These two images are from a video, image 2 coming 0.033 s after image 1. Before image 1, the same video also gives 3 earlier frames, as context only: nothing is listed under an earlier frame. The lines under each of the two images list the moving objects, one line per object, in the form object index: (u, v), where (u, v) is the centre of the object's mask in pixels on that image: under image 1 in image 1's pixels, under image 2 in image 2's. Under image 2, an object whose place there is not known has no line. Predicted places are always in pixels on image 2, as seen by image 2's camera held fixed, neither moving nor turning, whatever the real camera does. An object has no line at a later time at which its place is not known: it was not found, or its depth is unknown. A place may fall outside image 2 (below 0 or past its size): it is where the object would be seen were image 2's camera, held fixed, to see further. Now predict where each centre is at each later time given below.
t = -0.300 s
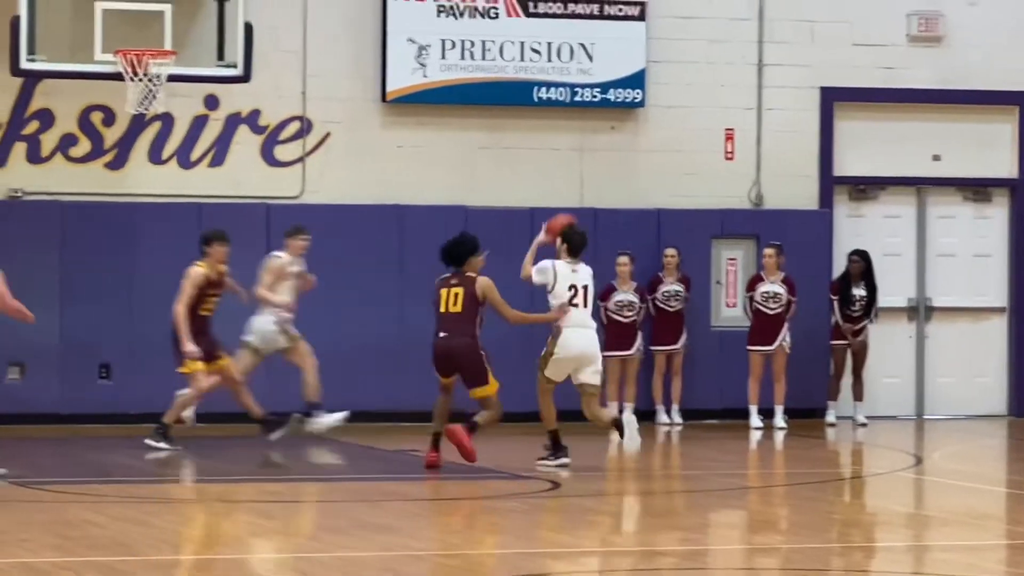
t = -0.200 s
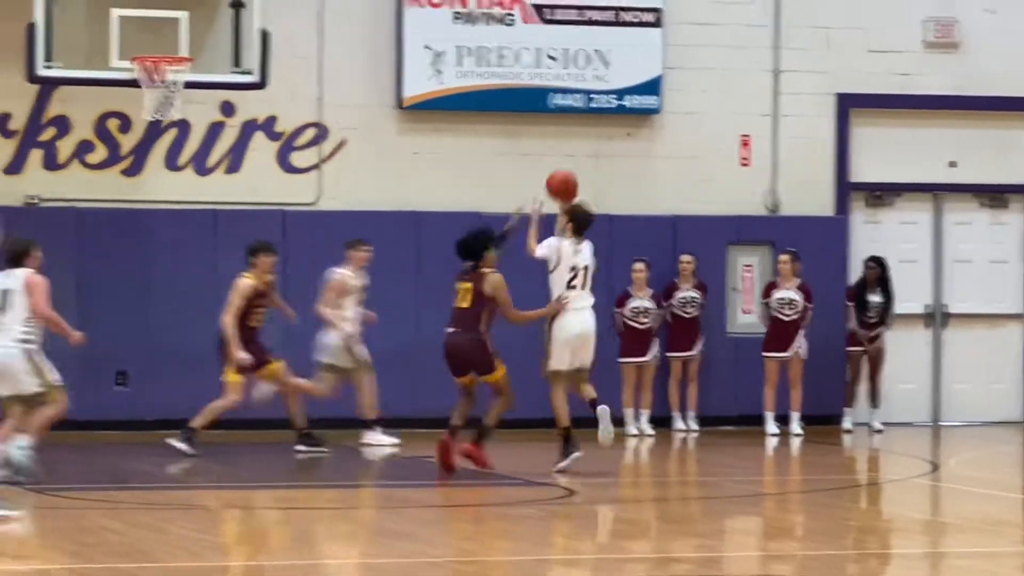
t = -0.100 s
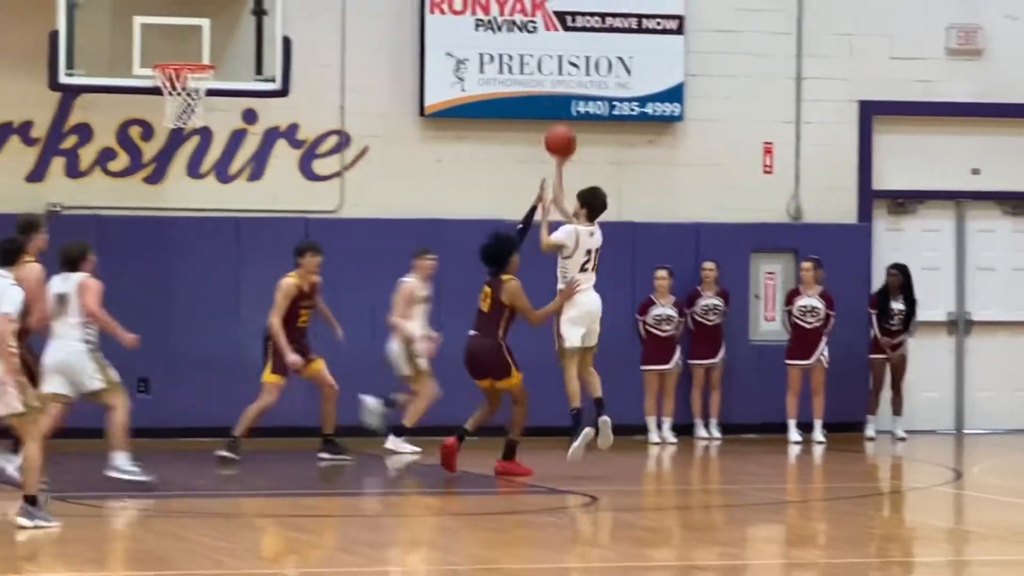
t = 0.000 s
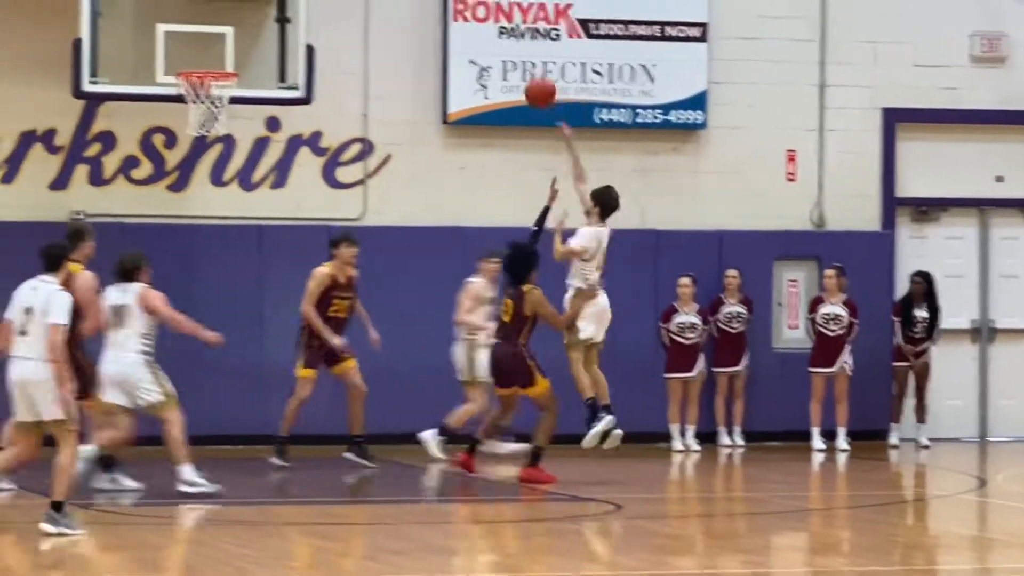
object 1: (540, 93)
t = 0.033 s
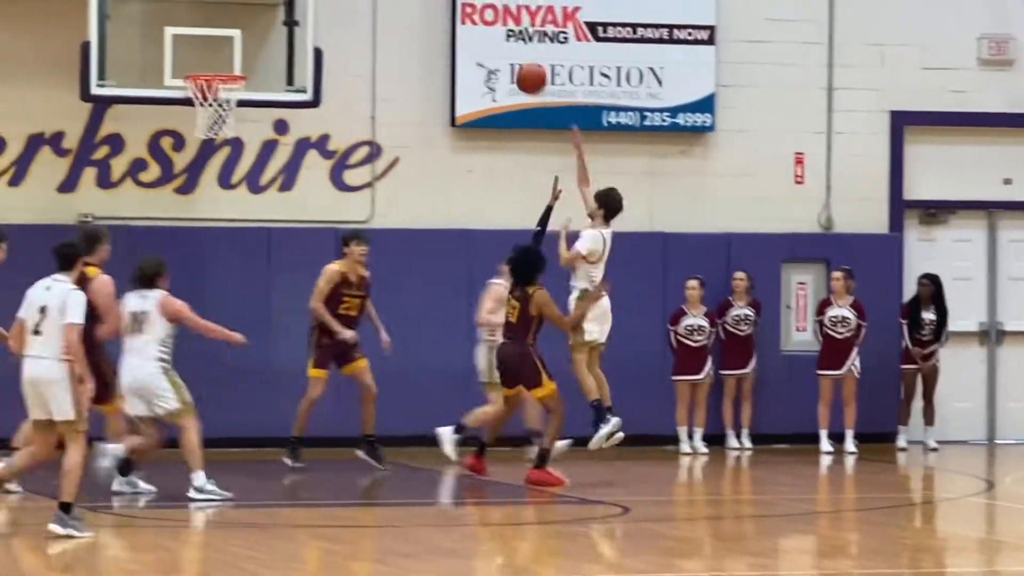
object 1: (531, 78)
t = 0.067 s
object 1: (513, 63)
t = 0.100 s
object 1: (497, 50)
